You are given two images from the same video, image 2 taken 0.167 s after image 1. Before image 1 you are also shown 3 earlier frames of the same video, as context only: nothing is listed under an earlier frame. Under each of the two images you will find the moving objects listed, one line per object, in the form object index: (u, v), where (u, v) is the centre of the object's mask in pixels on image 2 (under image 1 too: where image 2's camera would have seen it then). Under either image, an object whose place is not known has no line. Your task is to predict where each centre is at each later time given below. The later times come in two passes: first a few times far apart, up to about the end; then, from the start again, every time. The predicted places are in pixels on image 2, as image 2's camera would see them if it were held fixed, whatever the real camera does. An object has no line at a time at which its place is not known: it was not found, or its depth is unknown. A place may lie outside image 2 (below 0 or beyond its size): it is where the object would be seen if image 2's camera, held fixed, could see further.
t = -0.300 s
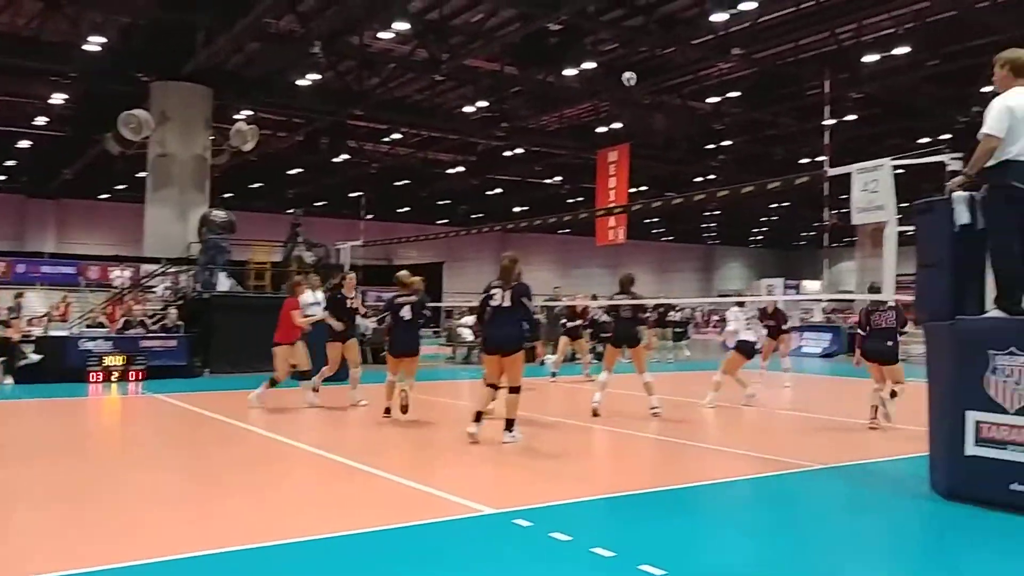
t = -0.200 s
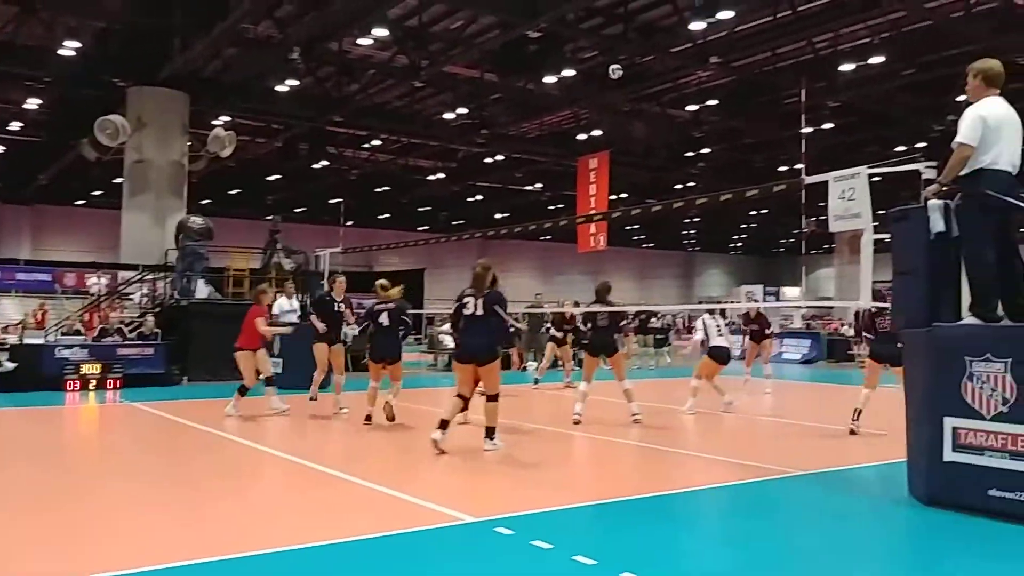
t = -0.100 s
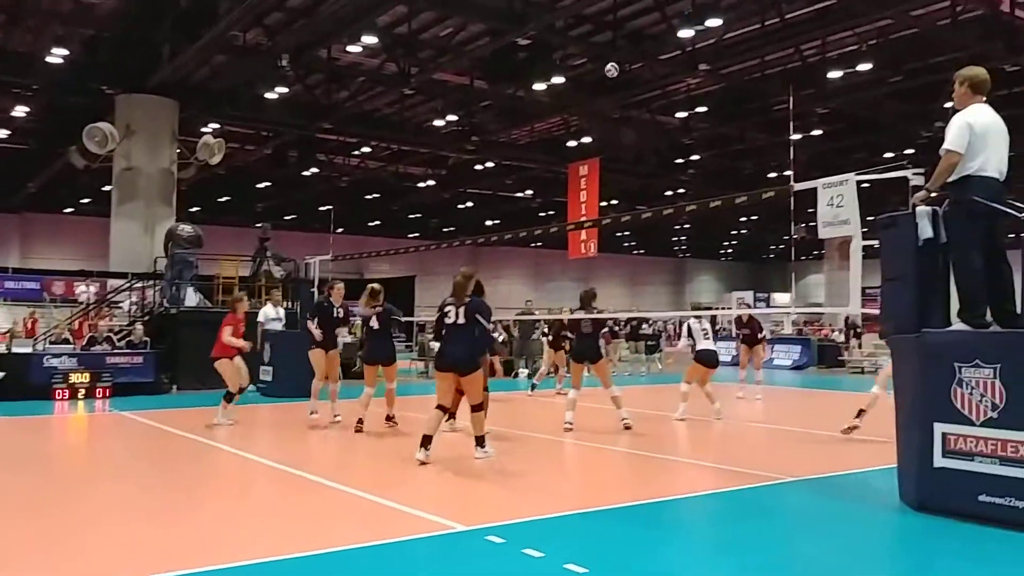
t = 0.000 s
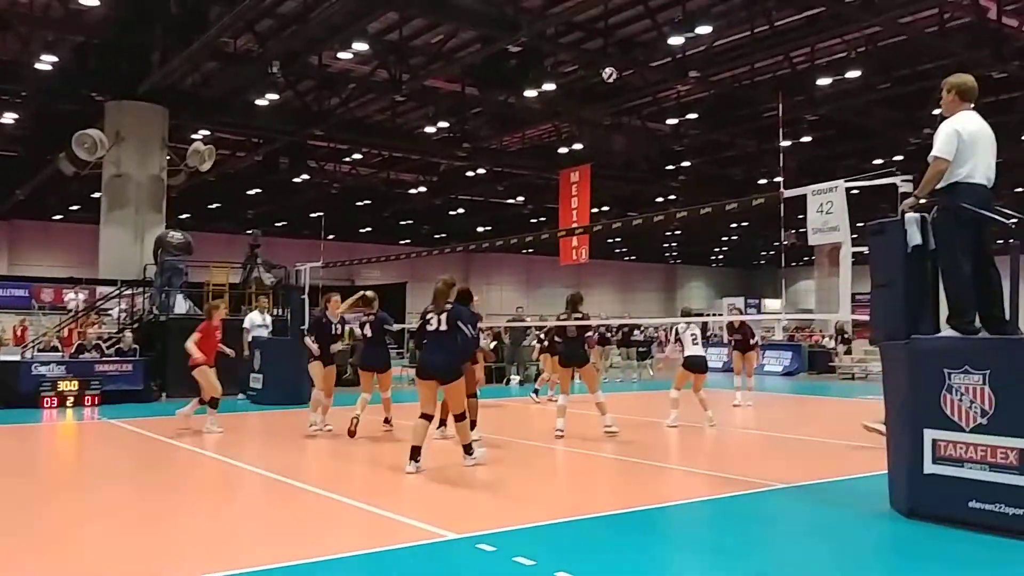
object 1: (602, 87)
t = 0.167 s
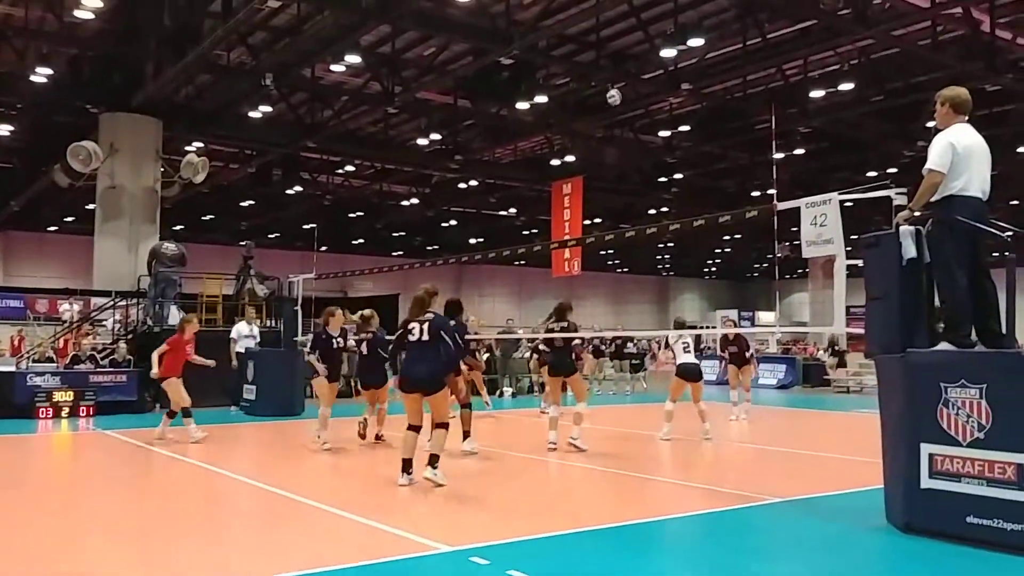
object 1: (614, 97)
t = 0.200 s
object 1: (616, 101)
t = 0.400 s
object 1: (632, 144)
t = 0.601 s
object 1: (648, 215)
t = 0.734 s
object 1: (659, 279)
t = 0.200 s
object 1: (616, 101)
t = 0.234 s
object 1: (619, 107)
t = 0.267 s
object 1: (621, 113)
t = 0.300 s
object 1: (624, 119)
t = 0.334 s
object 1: (627, 127)
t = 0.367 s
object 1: (630, 135)
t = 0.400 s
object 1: (632, 144)
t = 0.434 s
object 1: (634, 154)
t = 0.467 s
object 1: (637, 165)
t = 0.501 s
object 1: (640, 176)
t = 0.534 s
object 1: (642, 188)
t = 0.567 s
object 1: (645, 201)
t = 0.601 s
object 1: (648, 215)
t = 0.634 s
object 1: (650, 222)
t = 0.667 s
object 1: (653, 245)
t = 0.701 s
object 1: (656, 261)
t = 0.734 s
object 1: (659, 279)
